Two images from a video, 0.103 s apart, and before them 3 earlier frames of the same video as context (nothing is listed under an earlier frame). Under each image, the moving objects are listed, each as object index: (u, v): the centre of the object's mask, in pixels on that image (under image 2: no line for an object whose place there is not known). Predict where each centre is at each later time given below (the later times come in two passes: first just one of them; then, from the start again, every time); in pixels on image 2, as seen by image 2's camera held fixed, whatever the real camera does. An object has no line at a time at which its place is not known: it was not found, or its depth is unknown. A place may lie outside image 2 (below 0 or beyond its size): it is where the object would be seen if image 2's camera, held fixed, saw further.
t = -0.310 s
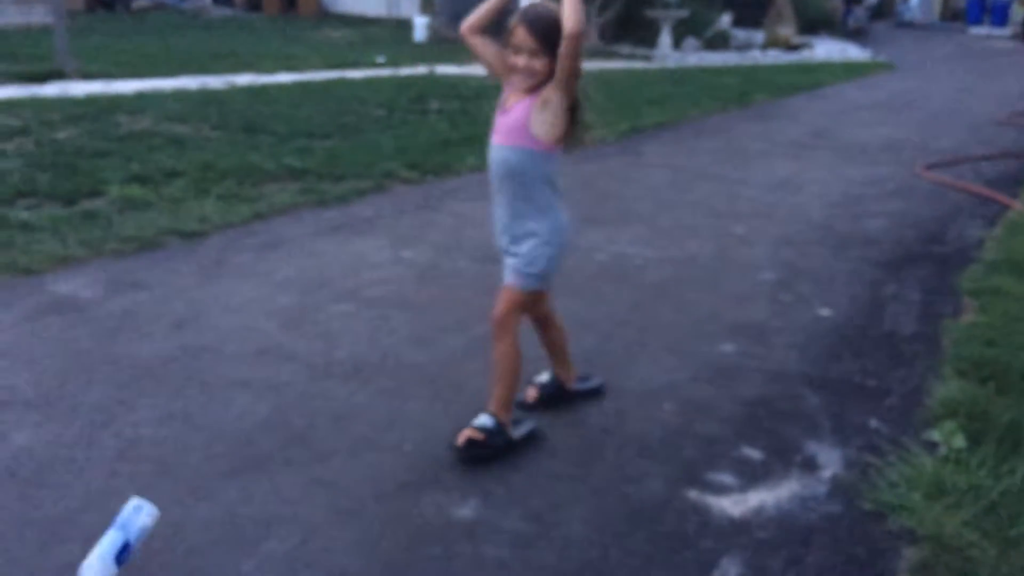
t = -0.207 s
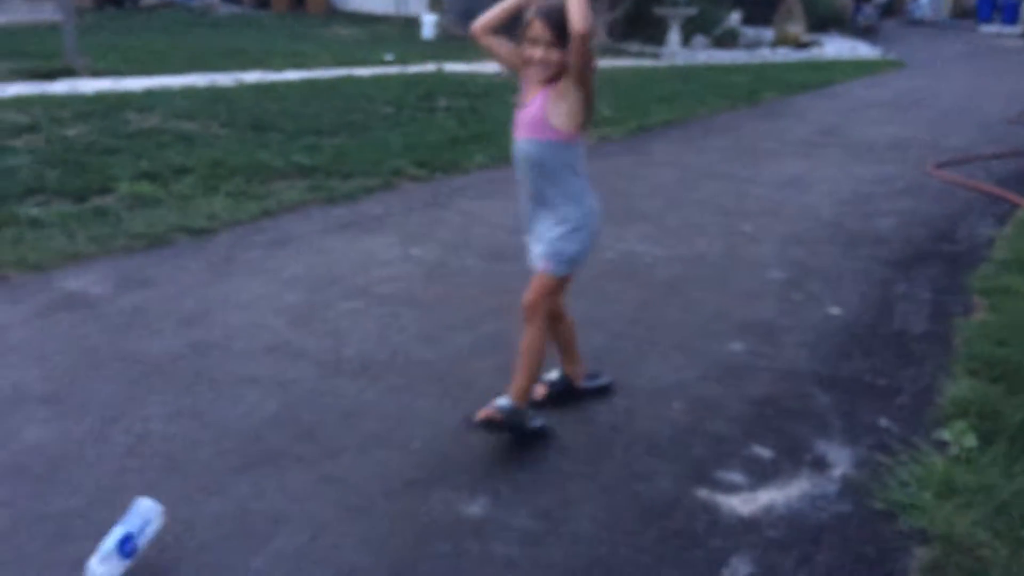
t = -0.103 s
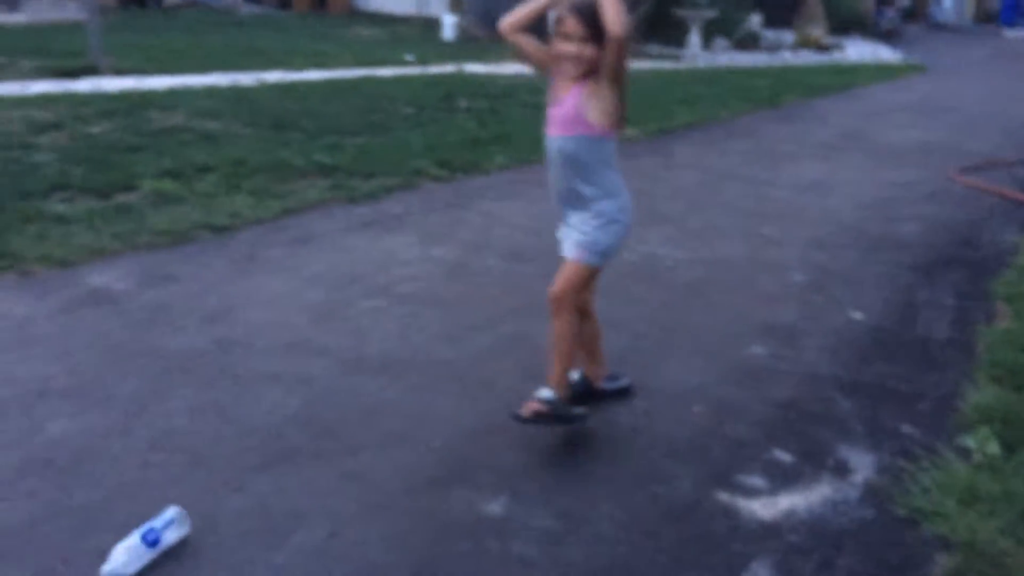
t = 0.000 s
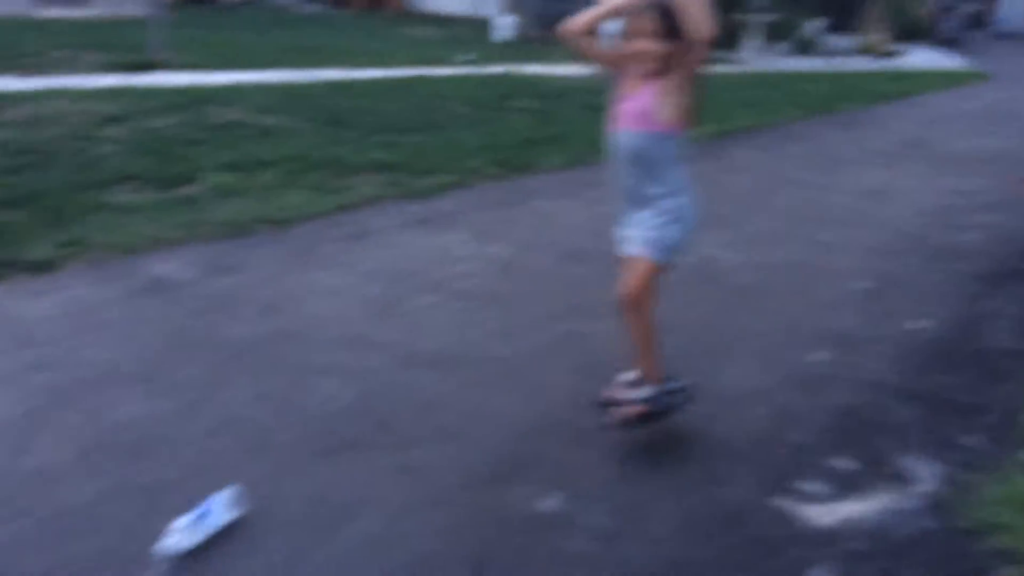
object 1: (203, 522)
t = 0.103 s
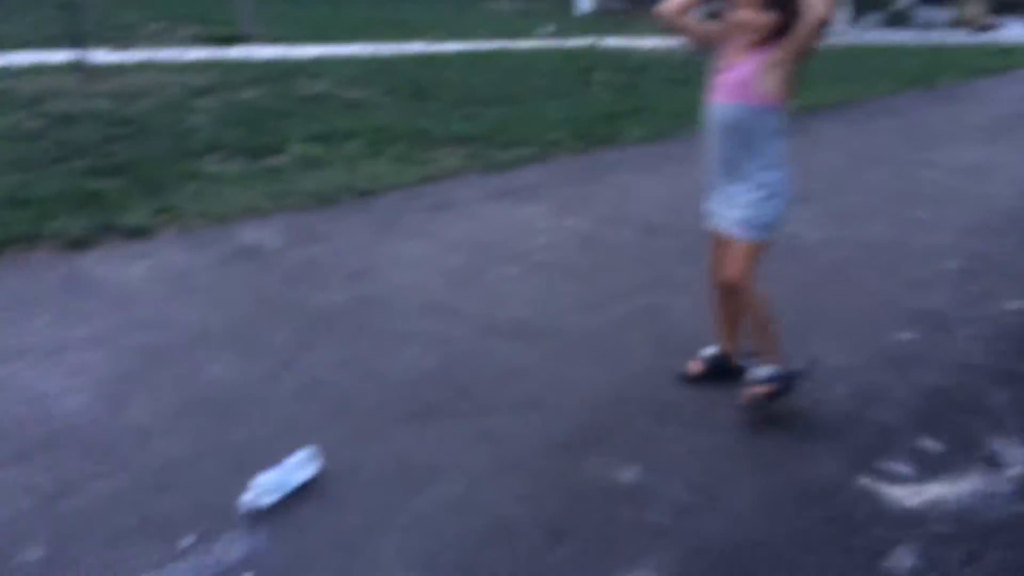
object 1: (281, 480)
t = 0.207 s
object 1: (276, 479)
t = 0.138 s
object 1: (280, 480)
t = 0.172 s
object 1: (277, 480)
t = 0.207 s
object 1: (276, 479)
